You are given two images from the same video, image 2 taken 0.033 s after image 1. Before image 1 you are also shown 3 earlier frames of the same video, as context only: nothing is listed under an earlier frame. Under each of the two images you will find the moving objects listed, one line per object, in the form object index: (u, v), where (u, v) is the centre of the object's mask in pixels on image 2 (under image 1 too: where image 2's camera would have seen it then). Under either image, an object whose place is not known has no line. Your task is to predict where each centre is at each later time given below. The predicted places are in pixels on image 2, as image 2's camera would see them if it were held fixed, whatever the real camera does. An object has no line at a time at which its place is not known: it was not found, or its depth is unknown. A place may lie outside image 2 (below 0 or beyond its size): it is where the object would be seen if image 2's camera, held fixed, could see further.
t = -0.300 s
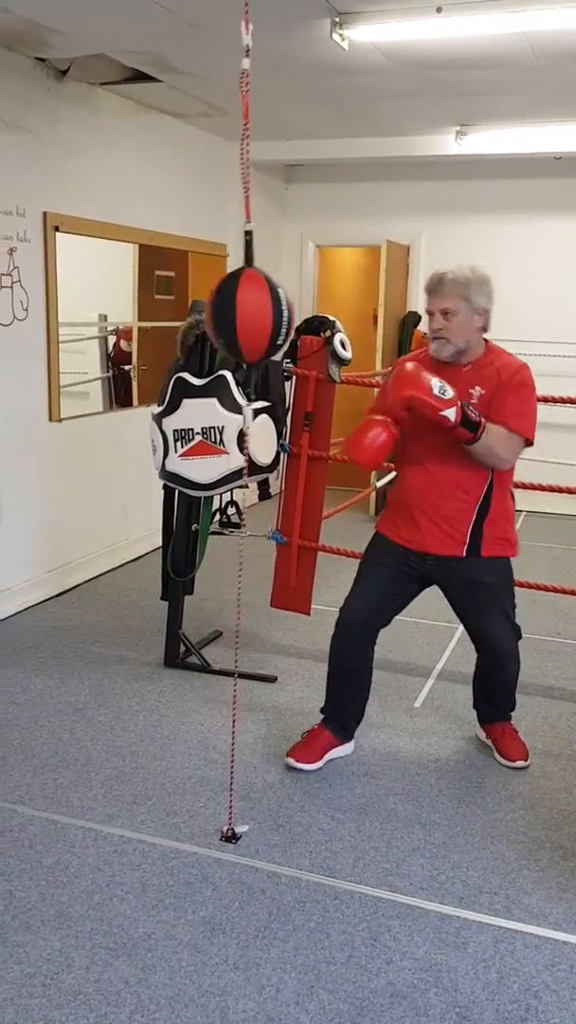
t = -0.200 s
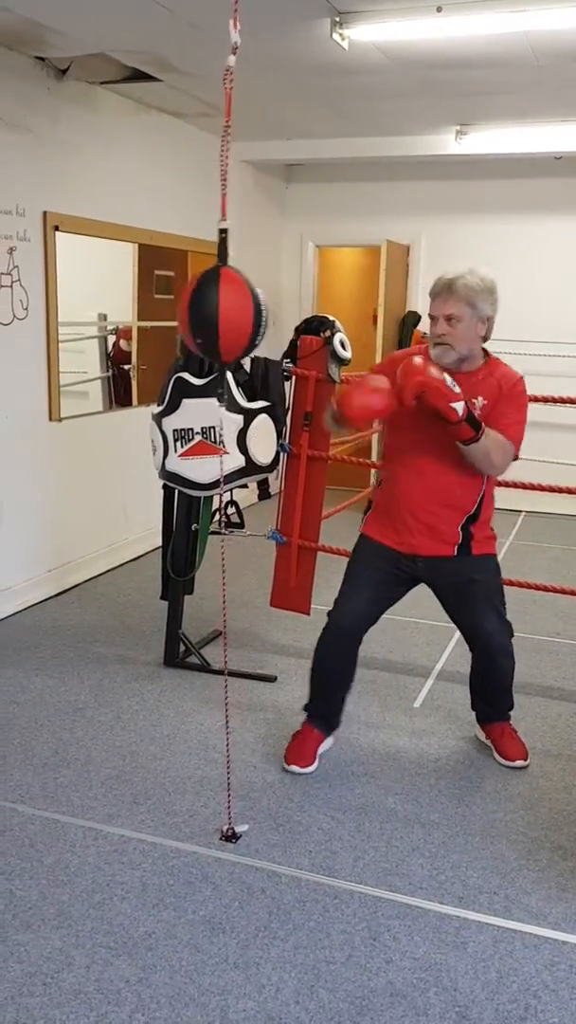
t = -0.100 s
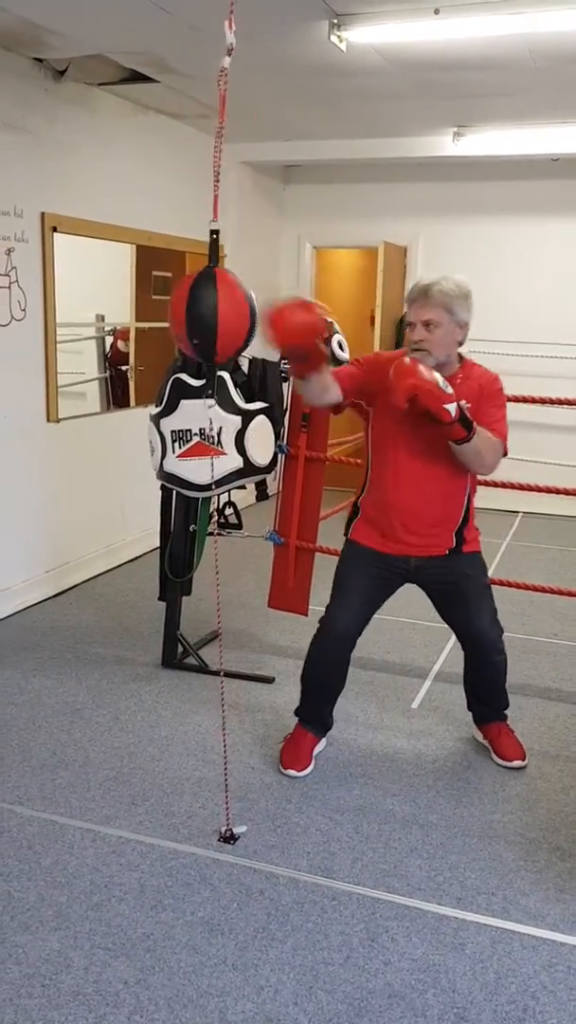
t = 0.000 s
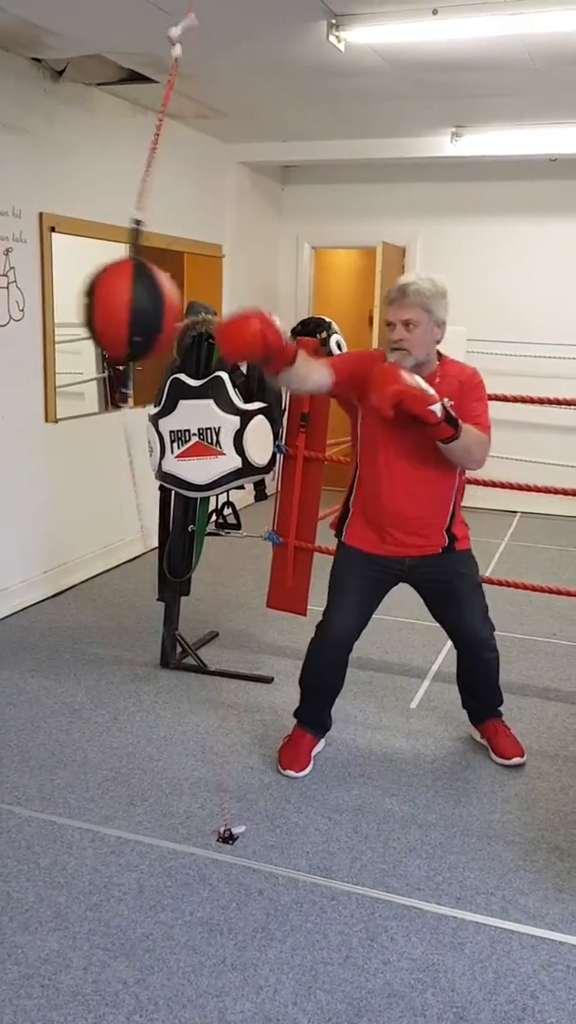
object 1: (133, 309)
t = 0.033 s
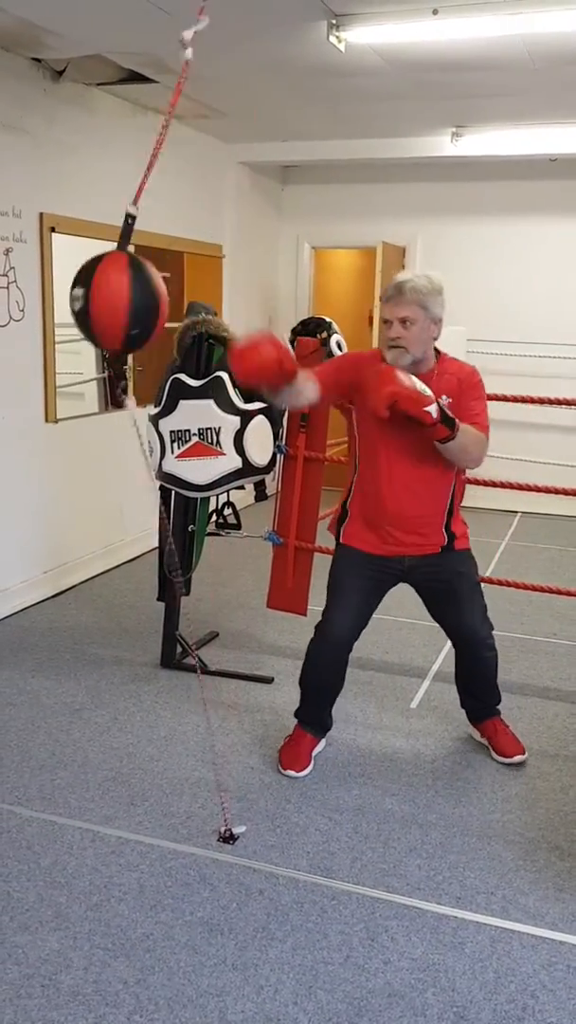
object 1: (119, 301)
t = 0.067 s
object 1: (132, 295)
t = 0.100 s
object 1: (158, 298)
